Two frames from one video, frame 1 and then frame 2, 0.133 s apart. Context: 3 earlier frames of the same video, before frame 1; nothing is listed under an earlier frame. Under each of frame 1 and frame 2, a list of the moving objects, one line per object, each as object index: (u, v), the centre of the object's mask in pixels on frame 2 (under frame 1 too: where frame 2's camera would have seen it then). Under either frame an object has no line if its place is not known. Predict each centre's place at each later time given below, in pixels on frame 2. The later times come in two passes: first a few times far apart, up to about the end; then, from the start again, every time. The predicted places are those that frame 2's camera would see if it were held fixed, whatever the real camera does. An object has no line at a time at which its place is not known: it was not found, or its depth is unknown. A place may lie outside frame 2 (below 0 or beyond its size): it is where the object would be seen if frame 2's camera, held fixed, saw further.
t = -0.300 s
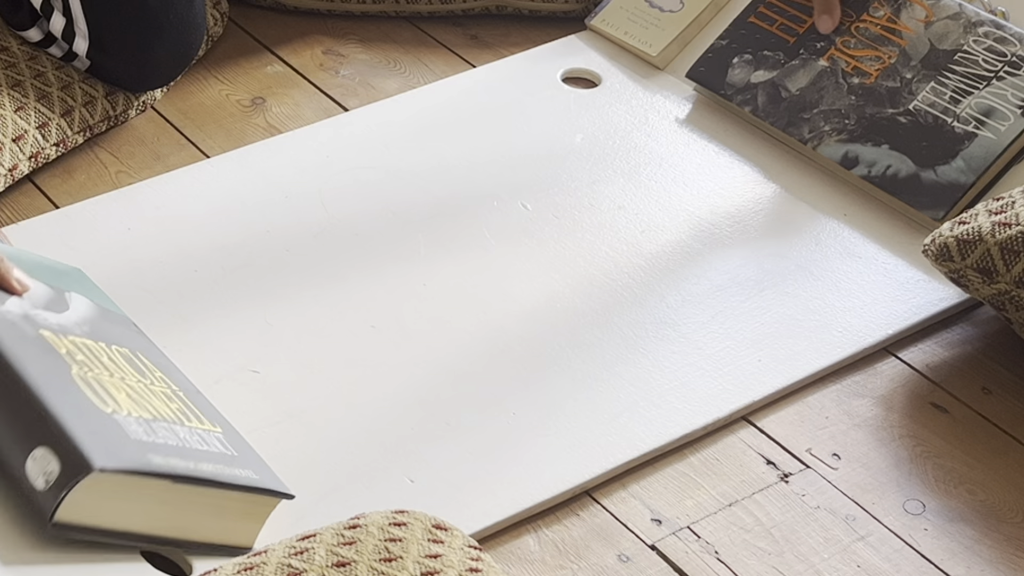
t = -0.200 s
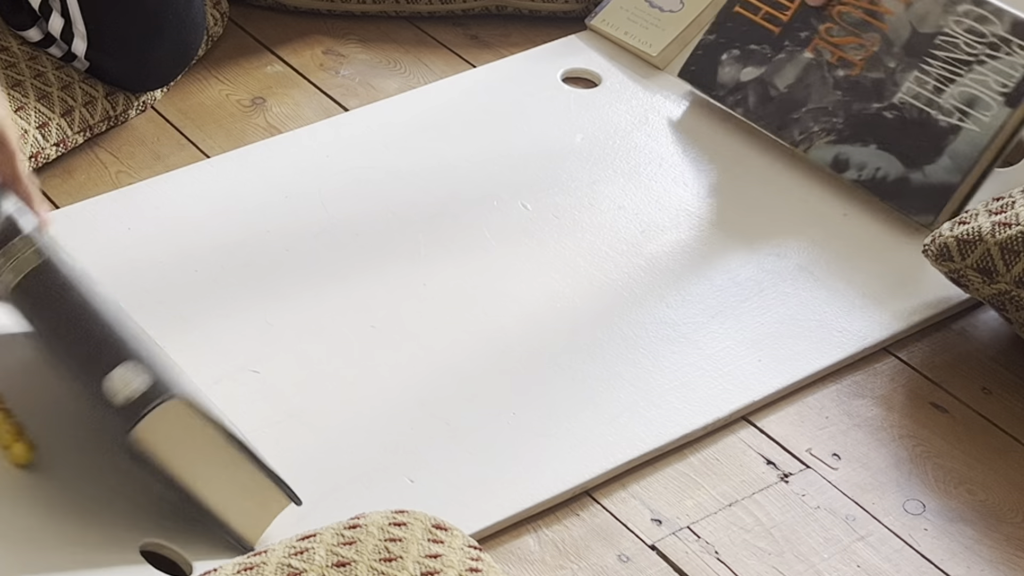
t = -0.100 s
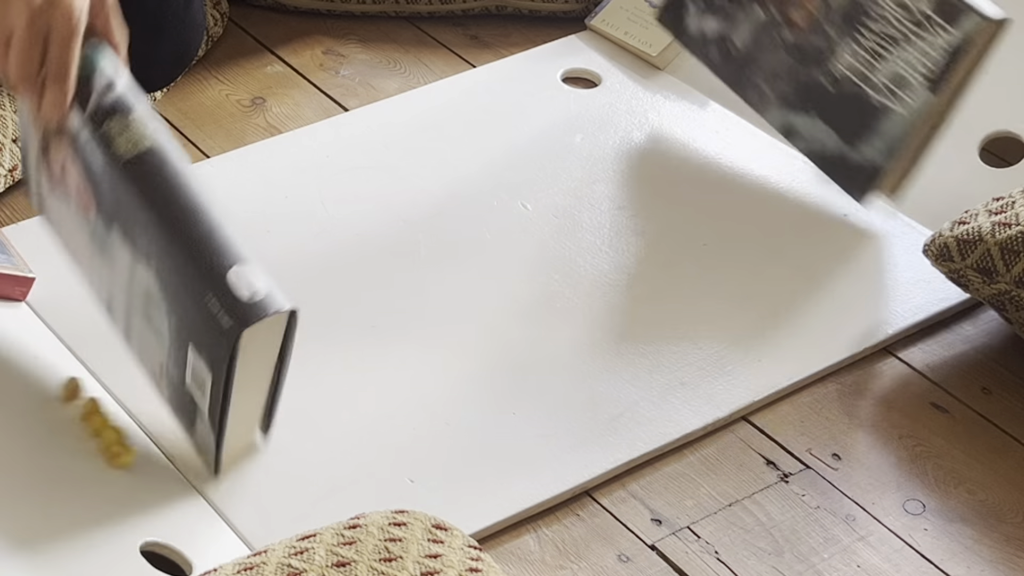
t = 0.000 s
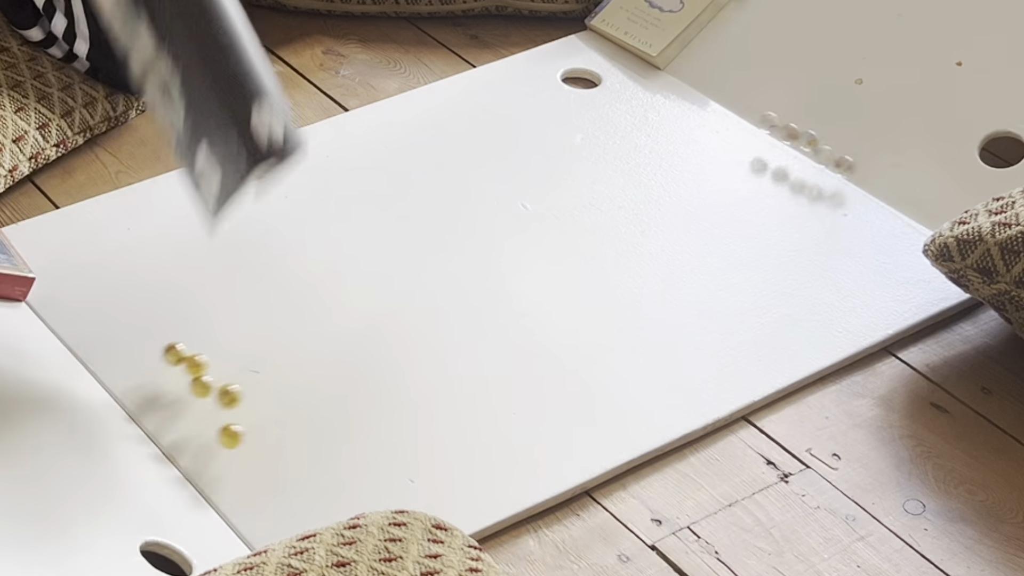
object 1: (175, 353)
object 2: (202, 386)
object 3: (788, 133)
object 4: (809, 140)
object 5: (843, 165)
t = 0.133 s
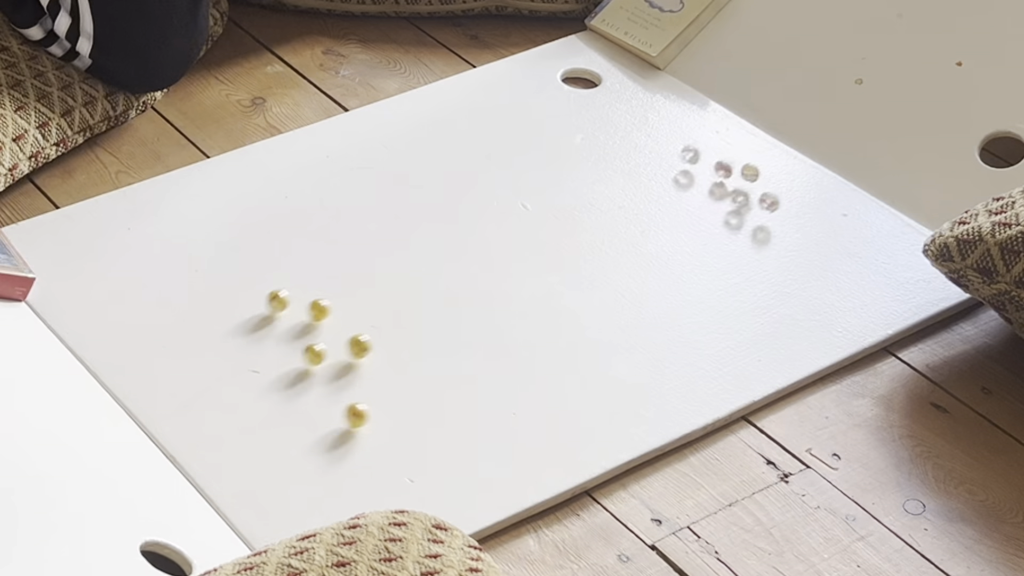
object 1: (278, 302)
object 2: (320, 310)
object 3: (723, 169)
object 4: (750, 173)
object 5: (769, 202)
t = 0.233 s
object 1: (348, 261)
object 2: (403, 268)
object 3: (669, 193)
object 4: (698, 203)
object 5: (704, 238)
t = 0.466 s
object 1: (476, 178)
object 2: (493, 161)
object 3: (553, 240)
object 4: (590, 270)
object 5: (537, 312)
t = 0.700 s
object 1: (518, 128)
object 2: (525, 40)
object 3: (546, 209)
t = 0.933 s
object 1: (551, 84)
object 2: (540, 27)
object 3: (524, 196)
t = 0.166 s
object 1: (302, 289)
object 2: (347, 297)
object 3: (706, 176)
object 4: (731, 186)
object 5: (745, 218)
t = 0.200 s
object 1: (325, 275)
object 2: (376, 282)
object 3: (688, 185)
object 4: (715, 192)
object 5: (726, 226)
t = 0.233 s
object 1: (348, 261)
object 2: (403, 268)
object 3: (669, 193)
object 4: (698, 203)
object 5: (704, 238)
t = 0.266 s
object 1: (370, 248)
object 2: (429, 254)
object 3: (650, 201)
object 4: (680, 211)
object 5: (679, 250)
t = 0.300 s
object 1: (391, 235)
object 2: (455, 241)
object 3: (631, 210)
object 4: (663, 220)
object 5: (657, 259)
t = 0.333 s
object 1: (412, 223)
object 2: (479, 228)
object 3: (612, 217)
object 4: (645, 230)
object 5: (633, 270)
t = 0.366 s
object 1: (433, 209)
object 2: (502, 215)
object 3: (593, 223)
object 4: (626, 238)
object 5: (610, 279)
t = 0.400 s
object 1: (451, 198)
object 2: (506, 200)
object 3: (573, 231)
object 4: (608, 246)
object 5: (586, 290)
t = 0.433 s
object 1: (470, 186)
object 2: (492, 182)
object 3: (565, 246)
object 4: (588, 255)
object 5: (561, 301)
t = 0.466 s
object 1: (476, 178)
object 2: (493, 161)
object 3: (553, 240)
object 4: (590, 270)
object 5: (537, 312)
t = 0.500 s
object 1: (481, 171)
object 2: (497, 140)
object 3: (552, 232)
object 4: (593, 284)
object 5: (511, 322)
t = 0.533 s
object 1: (488, 164)
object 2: (501, 121)
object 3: (553, 226)
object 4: (594, 299)
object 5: (485, 334)
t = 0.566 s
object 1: (495, 156)
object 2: (507, 103)
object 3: (554, 220)
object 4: (592, 316)
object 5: (458, 345)
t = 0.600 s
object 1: (501, 149)
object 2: (512, 86)
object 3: (553, 217)
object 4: (590, 332)
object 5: (432, 355)
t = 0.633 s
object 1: (507, 142)
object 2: (516, 71)
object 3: (552, 213)
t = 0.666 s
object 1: (513, 135)
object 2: (521, 54)
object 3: (549, 210)
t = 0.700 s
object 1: (518, 128)
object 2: (525, 40)
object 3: (546, 209)
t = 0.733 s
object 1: (523, 122)
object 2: (528, 33)
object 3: (542, 207)
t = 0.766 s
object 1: (529, 115)
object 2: (531, 19)
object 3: (539, 205)
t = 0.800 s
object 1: (534, 109)
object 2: (533, 21)
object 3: (536, 203)
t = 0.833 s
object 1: (538, 103)
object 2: (535, 23)
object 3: (533, 201)
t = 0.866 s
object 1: (543, 96)
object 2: (537, 25)
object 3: (530, 199)
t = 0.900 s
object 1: (547, 90)
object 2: (539, 26)
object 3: (528, 197)
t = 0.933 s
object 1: (551, 84)
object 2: (540, 27)
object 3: (524, 196)
